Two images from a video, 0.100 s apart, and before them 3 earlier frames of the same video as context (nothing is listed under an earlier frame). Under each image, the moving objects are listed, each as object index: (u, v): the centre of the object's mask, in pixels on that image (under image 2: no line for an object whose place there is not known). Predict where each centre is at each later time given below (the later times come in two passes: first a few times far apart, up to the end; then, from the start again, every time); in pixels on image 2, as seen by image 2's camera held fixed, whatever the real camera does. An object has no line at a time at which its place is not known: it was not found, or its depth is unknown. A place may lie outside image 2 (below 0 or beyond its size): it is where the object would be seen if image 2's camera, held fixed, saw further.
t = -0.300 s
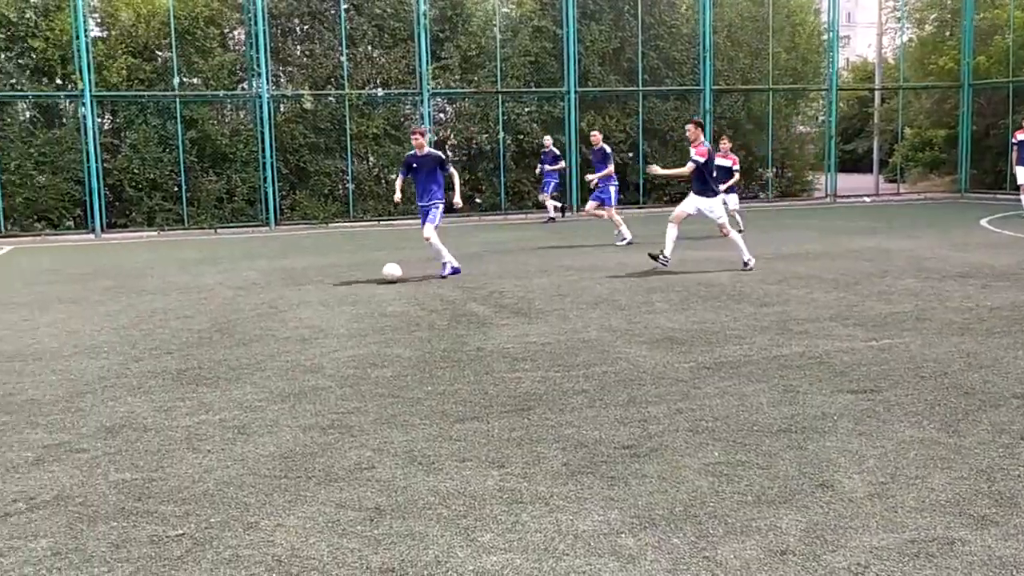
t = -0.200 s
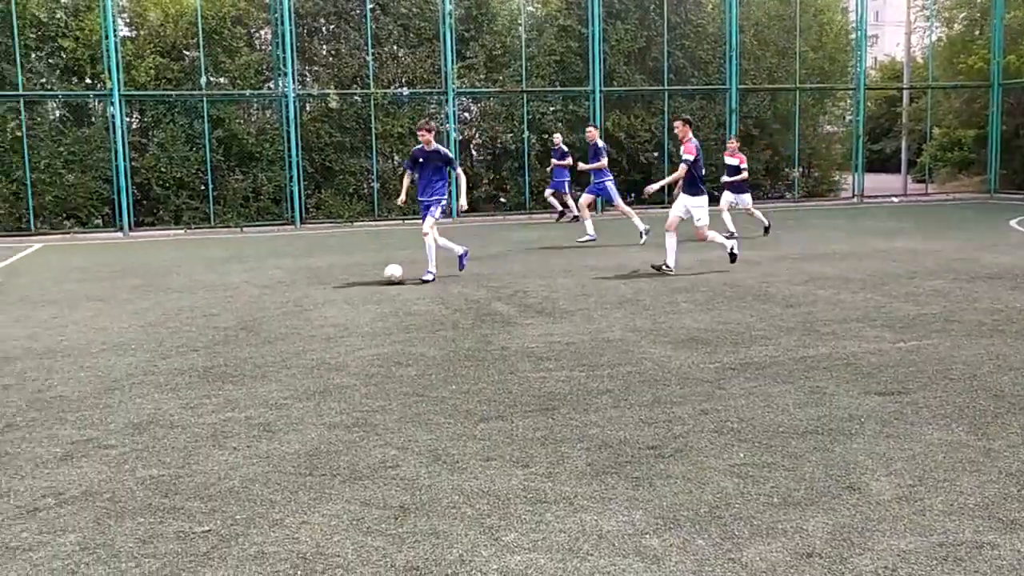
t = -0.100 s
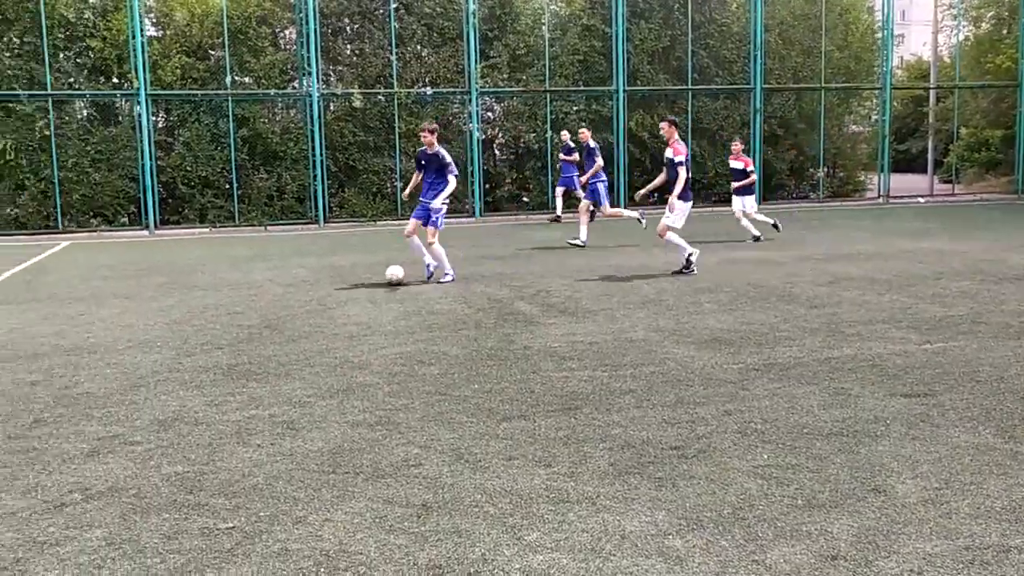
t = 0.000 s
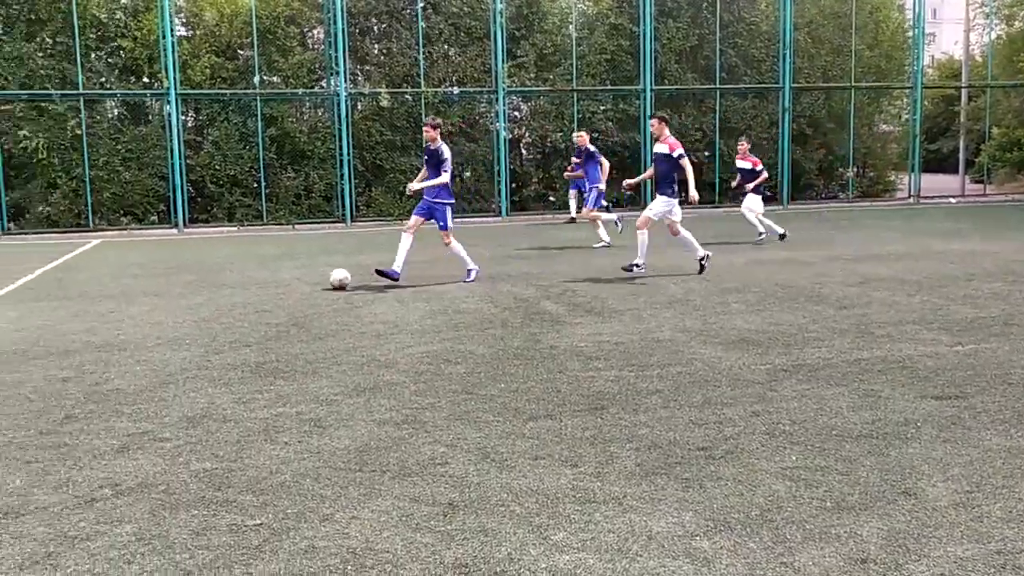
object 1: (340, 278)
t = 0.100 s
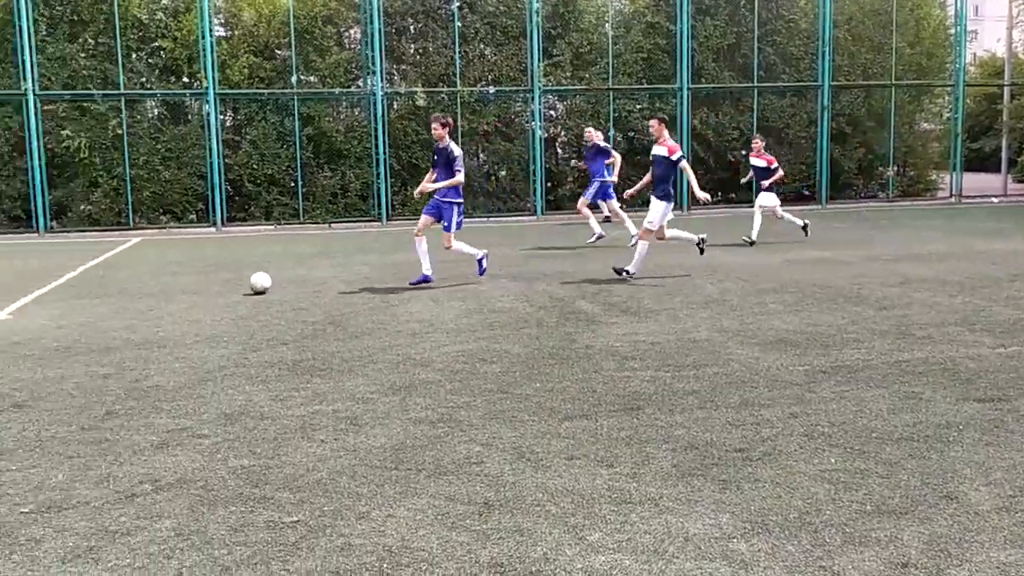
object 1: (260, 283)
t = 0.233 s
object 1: (112, 291)
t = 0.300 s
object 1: (41, 294)
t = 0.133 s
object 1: (223, 284)
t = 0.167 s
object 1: (185, 287)
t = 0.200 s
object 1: (148, 289)
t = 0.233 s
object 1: (112, 291)
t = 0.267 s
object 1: (76, 293)
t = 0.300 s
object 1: (41, 294)
